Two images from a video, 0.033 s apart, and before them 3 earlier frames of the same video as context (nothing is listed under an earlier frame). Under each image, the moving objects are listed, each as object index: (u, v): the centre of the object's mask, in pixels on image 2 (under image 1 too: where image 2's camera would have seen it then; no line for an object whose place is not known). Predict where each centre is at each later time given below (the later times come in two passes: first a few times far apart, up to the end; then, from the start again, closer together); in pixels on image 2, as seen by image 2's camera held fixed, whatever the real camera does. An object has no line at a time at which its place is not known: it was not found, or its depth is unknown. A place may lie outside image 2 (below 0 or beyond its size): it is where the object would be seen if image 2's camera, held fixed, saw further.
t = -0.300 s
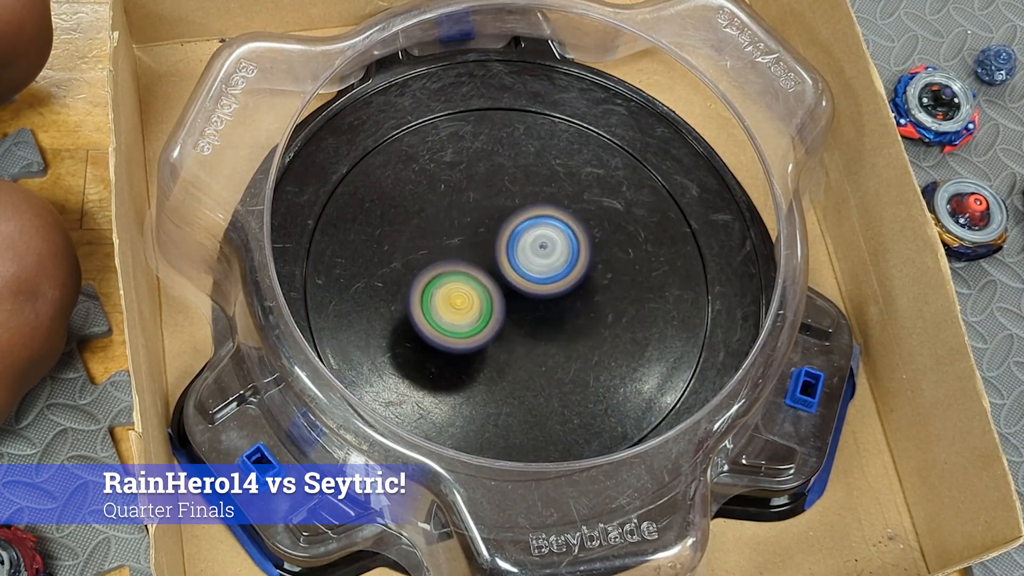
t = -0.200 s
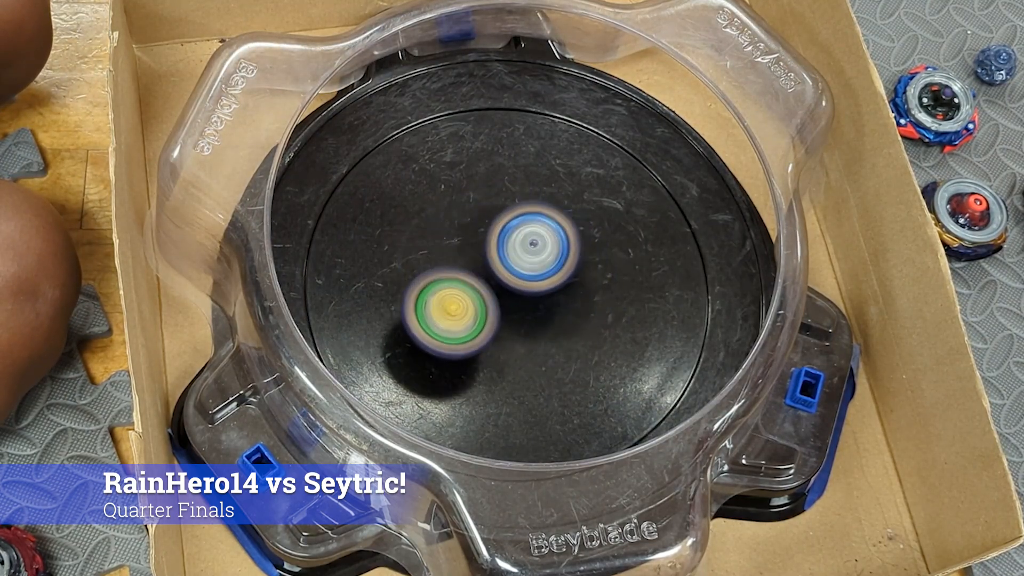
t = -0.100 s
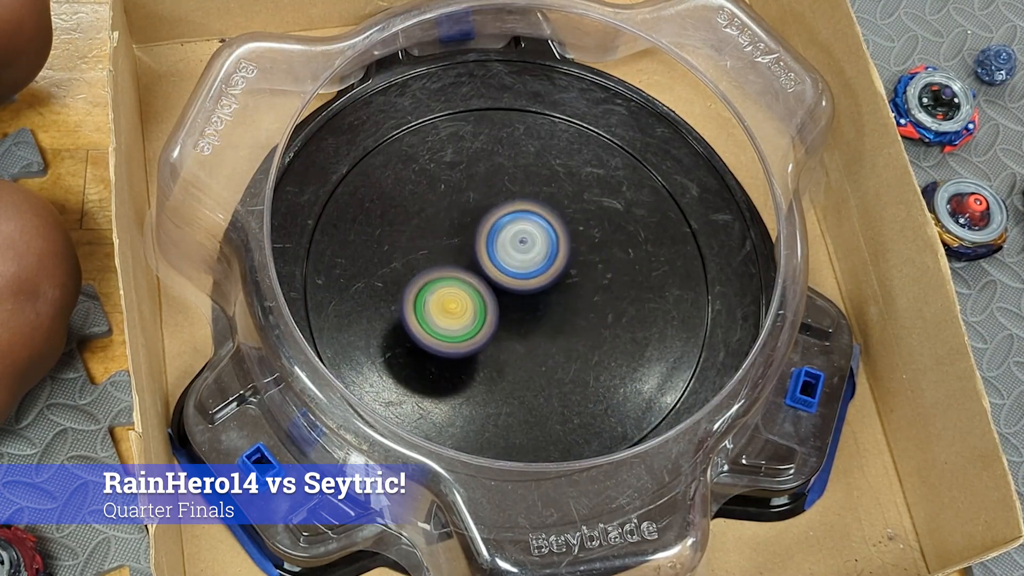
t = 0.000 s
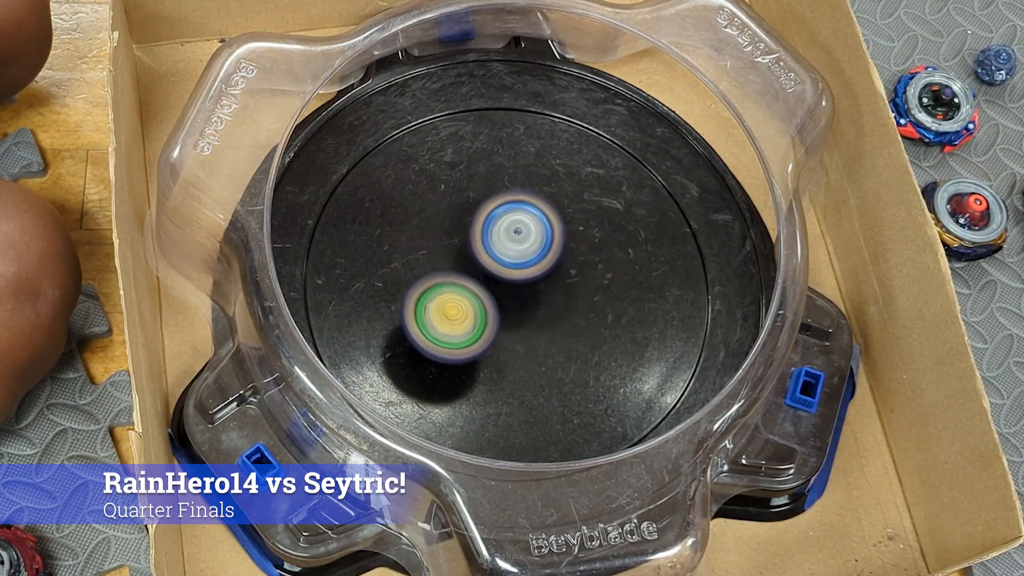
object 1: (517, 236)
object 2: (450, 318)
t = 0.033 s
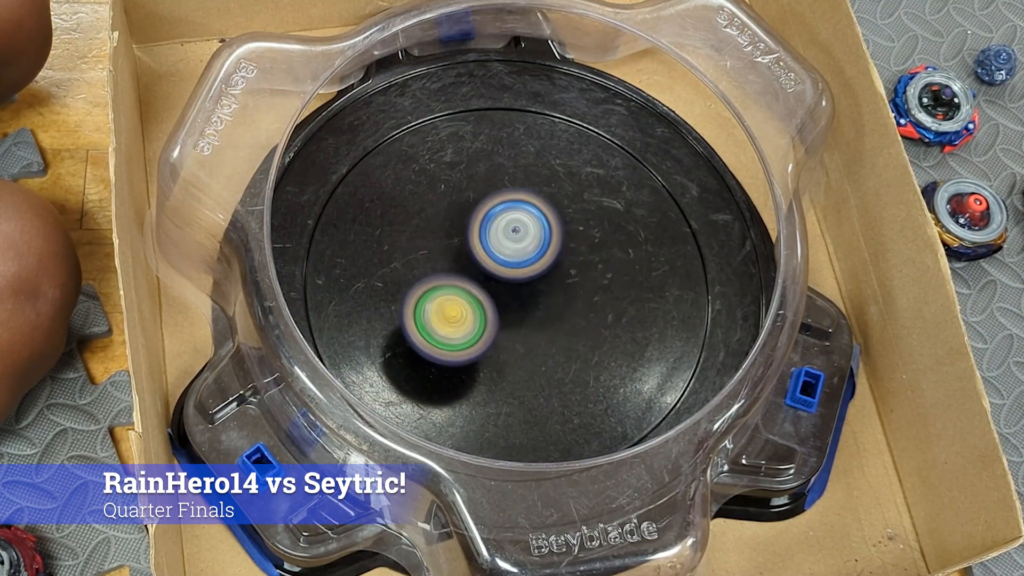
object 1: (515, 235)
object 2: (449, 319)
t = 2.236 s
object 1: (475, 292)
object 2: (572, 259)
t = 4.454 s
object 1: (527, 248)
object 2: (481, 339)
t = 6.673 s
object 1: (531, 315)
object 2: (463, 229)
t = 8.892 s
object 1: (472, 288)
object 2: (575, 264)
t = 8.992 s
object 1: (478, 294)
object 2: (569, 251)
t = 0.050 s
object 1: (514, 234)
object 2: (449, 320)
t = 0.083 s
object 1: (512, 233)
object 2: (449, 321)
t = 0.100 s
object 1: (511, 233)
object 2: (450, 321)
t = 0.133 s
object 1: (509, 232)
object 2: (451, 321)
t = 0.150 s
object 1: (508, 232)
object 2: (453, 321)
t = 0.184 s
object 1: (506, 232)
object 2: (457, 320)
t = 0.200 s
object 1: (506, 232)
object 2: (459, 320)
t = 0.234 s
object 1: (504, 232)
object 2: (463, 320)
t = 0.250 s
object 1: (504, 232)
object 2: (466, 321)
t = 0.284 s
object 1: (503, 232)
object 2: (472, 322)
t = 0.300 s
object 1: (502, 232)
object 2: (474, 322)
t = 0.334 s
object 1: (501, 232)
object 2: (480, 324)
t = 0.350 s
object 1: (500, 232)
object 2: (483, 325)
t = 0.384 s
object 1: (499, 233)
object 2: (488, 327)
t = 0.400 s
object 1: (498, 234)
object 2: (491, 329)
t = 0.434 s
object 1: (497, 235)
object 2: (495, 331)
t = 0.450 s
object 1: (496, 235)
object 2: (497, 332)
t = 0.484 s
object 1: (495, 237)
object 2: (502, 335)
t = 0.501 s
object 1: (494, 237)
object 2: (503, 337)
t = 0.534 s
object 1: (493, 239)
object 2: (507, 339)
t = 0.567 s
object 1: (492, 241)
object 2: (509, 342)
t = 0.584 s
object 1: (491, 242)
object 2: (510, 344)
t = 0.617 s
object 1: (490, 244)
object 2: (512, 346)
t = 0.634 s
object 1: (489, 245)
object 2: (513, 347)
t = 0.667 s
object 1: (488, 248)
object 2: (514, 349)
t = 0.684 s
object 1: (488, 250)
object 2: (514, 349)
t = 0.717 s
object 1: (486, 253)
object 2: (515, 350)
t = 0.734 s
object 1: (485, 255)
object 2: (514, 350)
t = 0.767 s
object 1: (484, 258)
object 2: (514, 349)
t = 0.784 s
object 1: (482, 258)
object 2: (515, 350)
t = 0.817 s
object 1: (475, 254)
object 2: (520, 355)
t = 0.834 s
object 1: (474, 252)
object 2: (521, 358)
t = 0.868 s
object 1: (471, 250)
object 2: (523, 361)
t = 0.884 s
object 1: (471, 249)
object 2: (523, 362)
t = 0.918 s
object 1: (471, 249)
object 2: (522, 364)
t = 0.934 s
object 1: (471, 249)
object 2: (522, 364)
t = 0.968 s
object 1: (472, 250)
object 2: (521, 364)
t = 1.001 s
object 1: (474, 251)
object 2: (519, 361)
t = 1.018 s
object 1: (474, 252)
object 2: (519, 359)
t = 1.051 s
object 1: (476, 254)
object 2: (517, 354)
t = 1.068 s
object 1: (477, 255)
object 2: (517, 350)
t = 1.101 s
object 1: (478, 256)
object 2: (518, 345)
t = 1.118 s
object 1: (477, 255)
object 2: (521, 344)
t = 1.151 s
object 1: (475, 255)
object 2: (525, 340)
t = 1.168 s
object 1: (474, 254)
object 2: (528, 339)
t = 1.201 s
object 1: (472, 253)
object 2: (533, 336)
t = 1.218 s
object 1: (472, 253)
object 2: (536, 335)
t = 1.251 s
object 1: (471, 253)
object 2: (542, 333)
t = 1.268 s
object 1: (470, 253)
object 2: (545, 331)
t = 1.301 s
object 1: (470, 253)
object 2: (550, 329)
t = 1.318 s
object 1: (470, 253)
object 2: (553, 328)
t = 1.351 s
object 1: (471, 253)
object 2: (558, 325)
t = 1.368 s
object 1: (471, 253)
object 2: (560, 324)
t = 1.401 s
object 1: (471, 254)
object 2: (565, 322)
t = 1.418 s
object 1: (471, 254)
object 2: (566, 321)
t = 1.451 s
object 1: (472, 255)
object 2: (570, 319)
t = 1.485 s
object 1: (474, 256)
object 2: (573, 317)
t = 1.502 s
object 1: (474, 257)
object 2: (575, 316)
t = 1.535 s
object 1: (476, 258)
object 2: (577, 314)
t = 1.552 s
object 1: (477, 259)
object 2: (578, 313)
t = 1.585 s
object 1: (478, 262)
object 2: (581, 311)
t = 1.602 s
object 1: (479, 263)
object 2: (581, 310)
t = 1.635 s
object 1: (480, 265)
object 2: (582, 307)
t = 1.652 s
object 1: (481, 267)
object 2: (582, 306)
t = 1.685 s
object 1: (483, 269)
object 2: (582, 303)
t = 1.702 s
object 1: (484, 270)
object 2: (583, 301)
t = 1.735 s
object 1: (481, 273)
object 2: (587, 298)
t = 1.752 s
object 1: (477, 274)
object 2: (590, 296)
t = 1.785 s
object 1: (473, 275)
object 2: (595, 293)
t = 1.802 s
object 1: (472, 276)
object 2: (597, 293)
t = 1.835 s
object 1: (470, 277)
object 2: (600, 292)
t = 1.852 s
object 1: (470, 277)
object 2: (602, 291)
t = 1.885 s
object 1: (469, 278)
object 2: (603, 290)
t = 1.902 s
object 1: (469, 278)
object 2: (604, 290)
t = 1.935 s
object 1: (469, 278)
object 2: (603, 289)
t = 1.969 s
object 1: (470, 279)
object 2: (602, 288)
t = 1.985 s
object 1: (470, 279)
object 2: (600, 287)
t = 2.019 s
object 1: (472, 280)
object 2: (597, 285)
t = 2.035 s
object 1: (472, 280)
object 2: (595, 284)
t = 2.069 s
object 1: (473, 281)
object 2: (591, 281)
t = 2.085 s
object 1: (474, 281)
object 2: (589, 280)
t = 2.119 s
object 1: (475, 283)
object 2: (583, 276)
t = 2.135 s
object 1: (475, 284)
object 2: (581, 274)
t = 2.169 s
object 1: (476, 287)
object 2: (576, 271)
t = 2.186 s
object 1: (476, 288)
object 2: (575, 268)
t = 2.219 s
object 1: (475, 291)
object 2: (574, 262)
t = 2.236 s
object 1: (475, 292)
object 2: (572, 259)
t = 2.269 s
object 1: (475, 294)
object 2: (570, 255)
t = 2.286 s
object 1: (475, 295)
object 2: (569, 253)
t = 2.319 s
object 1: (475, 296)
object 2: (566, 249)
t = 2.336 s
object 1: (475, 297)
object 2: (565, 247)
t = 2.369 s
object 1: (476, 299)
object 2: (562, 243)
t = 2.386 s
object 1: (476, 299)
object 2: (560, 241)
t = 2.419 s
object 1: (477, 301)
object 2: (556, 237)
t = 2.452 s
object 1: (478, 302)
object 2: (553, 234)
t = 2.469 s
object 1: (478, 302)
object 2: (551, 232)
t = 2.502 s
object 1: (479, 303)
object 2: (549, 228)
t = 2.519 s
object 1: (480, 303)
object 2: (547, 227)
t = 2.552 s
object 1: (481, 304)
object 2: (544, 223)
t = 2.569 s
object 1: (482, 304)
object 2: (542, 222)
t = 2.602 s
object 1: (483, 305)
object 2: (538, 219)
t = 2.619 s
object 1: (485, 305)
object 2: (537, 218)
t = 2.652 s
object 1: (486, 306)
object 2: (532, 216)
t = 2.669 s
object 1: (487, 306)
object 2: (531, 215)
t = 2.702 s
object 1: (489, 306)
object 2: (526, 213)
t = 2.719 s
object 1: (491, 306)
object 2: (524, 212)
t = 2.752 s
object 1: (494, 307)
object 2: (517, 209)
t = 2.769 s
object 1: (496, 307)
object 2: (515, 209)
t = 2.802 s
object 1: (498, 307)
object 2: (510, 208)
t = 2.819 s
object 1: (500, 307)
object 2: (508, 207)
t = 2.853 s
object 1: (502, 307)
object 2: (504, 206)
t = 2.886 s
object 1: (505, 307)
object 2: (501, 204)
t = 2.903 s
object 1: (506, 307)
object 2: (499, 204)
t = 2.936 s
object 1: (509, 307)
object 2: (496, 203)
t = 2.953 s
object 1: (510, 307)
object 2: (494, 203)
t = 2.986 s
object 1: (513, 306)
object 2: (491, 202)
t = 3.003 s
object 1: (514, 306)
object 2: (489, 202)
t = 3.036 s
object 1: (517, 306)
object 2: (487, 203)
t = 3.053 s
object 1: (518, 305)
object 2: (485, 203)
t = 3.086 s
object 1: (520, 305)
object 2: (482, 205)
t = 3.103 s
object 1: (521, 304)
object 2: (482, 206)
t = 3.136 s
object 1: (523, 303)
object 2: (479, 209)
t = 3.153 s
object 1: (524, 303)
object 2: (478, 210)
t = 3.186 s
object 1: (526, 302)
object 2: (476, 214)
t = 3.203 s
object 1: (527, 301)
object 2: (475, 215)
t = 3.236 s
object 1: (529, 300)
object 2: (473, 219)
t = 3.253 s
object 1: (529, 300)
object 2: (472, 221)
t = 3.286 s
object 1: (532, 299)
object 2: (468, 225)
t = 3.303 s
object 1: (535, 300)
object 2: (465, 225)
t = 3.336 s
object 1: (539, 301)
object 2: (461, 228)
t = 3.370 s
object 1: (541, 301)
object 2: (457, 231)
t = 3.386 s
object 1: (541, 301)
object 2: (456, 232)
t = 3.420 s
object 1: (542, 301)
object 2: (453, 235)
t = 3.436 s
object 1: (542, 300)
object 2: (451, 237)
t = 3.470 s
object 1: (541, 300)
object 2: (449, 240)
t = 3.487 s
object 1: (540, 299)
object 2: (448, 242)
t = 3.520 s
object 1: (539, 298)
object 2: (446, 246)
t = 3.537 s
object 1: (538, 297)
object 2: (445, 248)
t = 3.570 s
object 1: (536, 297)
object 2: (443, 251)
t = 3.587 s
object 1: (535, 296)
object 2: (442, 254)
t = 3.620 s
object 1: (536, 295)
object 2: (440, 257)
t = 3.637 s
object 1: (538, 294)
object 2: (439, 260)
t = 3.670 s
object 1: (539, 292)
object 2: (436, 263)
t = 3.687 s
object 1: (540, 291)
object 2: (435, 266)
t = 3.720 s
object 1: (542, 289)
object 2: (434, 270)
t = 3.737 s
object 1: (542, 288)
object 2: (433, 272)
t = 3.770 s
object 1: (543, 286)
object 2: (432, 276)
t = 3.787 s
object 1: (544, 285)
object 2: (432, 278)
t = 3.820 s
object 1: (545, 283)
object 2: (431, 282)
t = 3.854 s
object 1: (545, 281)
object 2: (430, 286)
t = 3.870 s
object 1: (545, 280)
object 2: (430, 288)
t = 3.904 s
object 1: (546, 279)
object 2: (430, 291)
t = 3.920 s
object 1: (545, 278)
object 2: (430, 293)
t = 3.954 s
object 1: (545, 276)
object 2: (430, 297)
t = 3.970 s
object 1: (545, 274)
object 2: (431, 298)
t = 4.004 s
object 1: (544, 273)
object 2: (432, 301)
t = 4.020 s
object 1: (544, 272)
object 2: (433, 302)
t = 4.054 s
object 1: (544, 270)
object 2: (434, 305)
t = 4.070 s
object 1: (543, 270)
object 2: (435, 306)
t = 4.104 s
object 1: (542, 268)
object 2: (438, 309)
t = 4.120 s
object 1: (542, 267)
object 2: (440, 310)
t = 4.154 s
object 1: (540, 265)
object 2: (443, 313)
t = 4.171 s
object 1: (539, 265)
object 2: (445, 314)
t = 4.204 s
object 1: (538, 263)
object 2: (449, 317)
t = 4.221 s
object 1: (537, 262)
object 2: (452, 318)
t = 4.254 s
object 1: (535, 261)
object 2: (456, 320)
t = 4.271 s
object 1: (535, 260)
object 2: (459, 321)
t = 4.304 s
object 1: (533, 258)
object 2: (463, 325)
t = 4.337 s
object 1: (533, 254)
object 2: (467, 329)
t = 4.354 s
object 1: (532, 253)
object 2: (468, 331)
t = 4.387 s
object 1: (530, 252)
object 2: (473, 334)
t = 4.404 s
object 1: (530, 250)
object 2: (474, 335)
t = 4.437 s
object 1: (528, 249)
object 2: (479, 338)
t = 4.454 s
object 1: (527, 248)
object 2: (481, 339)
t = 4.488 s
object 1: (526, 247)
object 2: (485, 341)
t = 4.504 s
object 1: (525, 247)
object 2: (488, 342)
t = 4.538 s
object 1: (523, 246)
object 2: (492, 344)
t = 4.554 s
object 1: (522, 245)
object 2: (495, 345)
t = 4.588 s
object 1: (520, 245)
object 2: (499, 347)
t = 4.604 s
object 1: (519, 244)
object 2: (501, 347)
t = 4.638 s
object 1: (517, 244)
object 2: (506, 349)
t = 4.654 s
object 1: (516, 244)
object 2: (508, 350)
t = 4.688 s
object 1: (514, 244)
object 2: (512, 351)
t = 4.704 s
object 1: (513, 244)
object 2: (514, 351)
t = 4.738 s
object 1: (511, 244)
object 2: (517, 351)
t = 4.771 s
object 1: (508, 244)
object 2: (521, 352)
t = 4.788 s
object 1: (508, 244)
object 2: (523, 351)
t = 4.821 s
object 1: (506, 245)
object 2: (526, 350)
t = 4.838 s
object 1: (505, 246)
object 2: (527, 350)
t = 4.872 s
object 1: (503, 246)
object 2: (530, 348)
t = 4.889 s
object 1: (501, 247)
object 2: (531, 347)
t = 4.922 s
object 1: (499, 248)
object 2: (534, 344)
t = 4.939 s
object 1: (498, 249)
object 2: (535, 343)
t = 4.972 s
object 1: (496, 251)
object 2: (537, 339)
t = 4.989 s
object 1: (495, 251)
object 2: (539, 338)
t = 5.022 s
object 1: (490, 249)
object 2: (545, 337)
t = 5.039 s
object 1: (488, 249)
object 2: (547, 336)
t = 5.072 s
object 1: (485, 249)
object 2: (551, 334)
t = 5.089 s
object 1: (483, 249)
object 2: (553, 333)
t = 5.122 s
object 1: (481, 249)
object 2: (557, 330)
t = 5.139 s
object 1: (479, 250)
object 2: (559, 329)
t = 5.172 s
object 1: (477, 250)
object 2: (562, 325)
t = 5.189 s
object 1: (476, 250)
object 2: (564, 323)
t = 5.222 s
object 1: (474, 252)
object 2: (567, 320)
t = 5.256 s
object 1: (473, 252)
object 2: (569, 317)
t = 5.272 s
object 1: (472, 253)
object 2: (570, 315)
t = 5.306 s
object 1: (471, 254)
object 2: (573, 311)
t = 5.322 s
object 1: (470, 255)
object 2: (573, 309)
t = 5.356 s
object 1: (470, 256)
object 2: (575, 305)
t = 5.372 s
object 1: (470, 257)
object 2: (575, 303)
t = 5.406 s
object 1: (469, 259)
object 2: (576, 299)
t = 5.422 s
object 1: (469, 259)
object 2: (576, 296)
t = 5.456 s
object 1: (469, 261)
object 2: (577, 292)
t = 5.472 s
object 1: (470, 262)
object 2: (577, 289)
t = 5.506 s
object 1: (469, 264)
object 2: (577, 285)
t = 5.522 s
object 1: (470, 265)
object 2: (577, 282)
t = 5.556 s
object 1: (471, 267)
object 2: (577, 277)
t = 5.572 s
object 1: (471, 269)
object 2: (577, 276)
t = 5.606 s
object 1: (472, 272)
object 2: (577, 271)
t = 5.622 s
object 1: (472, 273)
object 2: (577, 269)
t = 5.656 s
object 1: (473, 275)
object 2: (576, 265)
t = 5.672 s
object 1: (475, 277)
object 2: (576, 263)
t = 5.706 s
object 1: (476, 279)
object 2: (575, 259)
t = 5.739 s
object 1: (477, 282)
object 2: (574, 256)
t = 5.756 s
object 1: (479, 283)
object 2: (574, 254)
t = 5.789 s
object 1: (481, 286)
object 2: (572, 250)
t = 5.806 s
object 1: (481, 289)
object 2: (571, 249)
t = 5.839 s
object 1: (482, 292)
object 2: (571, 245)
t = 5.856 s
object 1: (483, 294)
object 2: (569, 243)
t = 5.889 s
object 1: (484, 296)
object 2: (568, 240)
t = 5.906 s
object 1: (485, 298)
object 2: (567, 238)
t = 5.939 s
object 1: (487, 300)
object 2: (564, 235)
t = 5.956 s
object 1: (488, 302)
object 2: (563, 234)
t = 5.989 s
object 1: (490, 304)
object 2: (560, 232)
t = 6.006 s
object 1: (490, 305)
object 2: (559, 231)
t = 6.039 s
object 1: (493, 308)
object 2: (555, 229)
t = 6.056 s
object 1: (493, 309)
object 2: (553, 229)
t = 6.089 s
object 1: (495, 311)
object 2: (550, 227)
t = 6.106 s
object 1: (497, 312)
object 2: (548, 227)
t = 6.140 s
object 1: (499, 313)
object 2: (544, 226)
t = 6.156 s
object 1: (500, 314)
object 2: (541, 225)
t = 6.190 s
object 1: (503, 316)
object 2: (536, 225)
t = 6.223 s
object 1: (505, 316)
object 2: (532, 225)
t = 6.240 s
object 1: (506, 317)
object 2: (528, 225)
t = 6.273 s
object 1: (508, 318)
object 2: (523, 225)
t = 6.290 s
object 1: (509, 318)
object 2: (521, 225)
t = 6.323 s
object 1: (511, 318)
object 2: (515, 225)
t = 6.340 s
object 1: (512, 318)
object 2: (513, 225)
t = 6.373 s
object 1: (514, 318)
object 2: (507, 225)
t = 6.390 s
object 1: (515, 318)
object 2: (505, 225)
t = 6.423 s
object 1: (517, 318)
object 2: (500, 226)
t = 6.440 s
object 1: (518, 318)
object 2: (497, 226)
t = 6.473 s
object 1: (521, 319)
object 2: (491, 226)
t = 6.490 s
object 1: (522, 318)
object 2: (488, 226)
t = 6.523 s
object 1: (525, 318)
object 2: (483, 226)
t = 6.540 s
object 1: (525, 319)
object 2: (481, 226)
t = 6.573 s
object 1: (527, 318)
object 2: (476, 226)
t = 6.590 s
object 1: (528, 318)
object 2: (474, 227)
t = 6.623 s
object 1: (529, 317)
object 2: (470, 227)
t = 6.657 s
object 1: (530, 316)
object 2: (465, 228)
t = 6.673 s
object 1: (531, 315)
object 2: (463, 229)
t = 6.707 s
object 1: (532, 314)
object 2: (460, 230)
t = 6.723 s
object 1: (533, 313)
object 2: (457, 231)
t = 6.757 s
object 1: (534, 311)
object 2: (454, 233)
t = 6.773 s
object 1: (534, 310)
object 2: (452, 234)
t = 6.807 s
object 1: (534, 308)
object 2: (450, 236)
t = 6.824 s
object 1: (535, 307)
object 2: (448, 237)
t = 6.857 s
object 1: (535, 304)
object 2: (446, 240)
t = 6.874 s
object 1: (536, 303)
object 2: (445, 242)
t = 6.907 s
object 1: (536, 300)
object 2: (443, 245)
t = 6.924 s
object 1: (536, 298)
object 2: (442, 247)
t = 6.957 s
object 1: (536, 295)
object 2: (441, 250)
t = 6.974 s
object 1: (536, 293)
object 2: (440, 252)
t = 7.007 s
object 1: (536, 290)
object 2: (440, 257)
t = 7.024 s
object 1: (536, 289)
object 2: (440, 258)
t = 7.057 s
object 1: (541, 286)
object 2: (435, 263)
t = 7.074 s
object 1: (543, 284)
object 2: (434, 265)
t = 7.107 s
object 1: (545, 281)
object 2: (432, 268)
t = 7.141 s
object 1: (546, 278)
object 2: (430, 272)
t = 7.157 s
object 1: (547, 277)
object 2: (430, 275)
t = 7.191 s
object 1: (547, 275)
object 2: (429, 278)
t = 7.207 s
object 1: (547, 274)
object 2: (428, 280)
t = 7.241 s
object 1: (547, 271)
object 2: (428, 284)
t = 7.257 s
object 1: (547, 269)
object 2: (428, 286)
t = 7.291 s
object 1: (547, 267)
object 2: (429, 290)
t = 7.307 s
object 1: (547, 266)
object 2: (430, 292)
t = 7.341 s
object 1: (546, 264)
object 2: (431, 295)
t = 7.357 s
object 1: (546, 263)
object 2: (432, 297)
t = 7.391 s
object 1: (545, 261)
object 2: (434, 301)
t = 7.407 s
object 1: (544, 260)
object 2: (435, 302)
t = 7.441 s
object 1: (543, 258)
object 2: (438, 306)
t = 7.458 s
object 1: (543, 258)
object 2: (440, 307)
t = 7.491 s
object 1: (541, 256)
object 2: (443, 310)
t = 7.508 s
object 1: (540, 255)
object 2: (445, 312)
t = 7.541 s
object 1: (538, 254)
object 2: (450, 315)
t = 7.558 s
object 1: (538, 253)
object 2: (451, 316)
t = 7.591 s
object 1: (535, 252)
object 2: (456, 319)
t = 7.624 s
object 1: (533, 251)
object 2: (461, 321)
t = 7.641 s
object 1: (532, 252)
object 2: (463, 322)
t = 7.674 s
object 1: (529, 251)
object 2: (468, 324)
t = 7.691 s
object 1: (528, 250)
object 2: (471, 326)
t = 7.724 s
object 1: (527, 244)
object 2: (474, 332)
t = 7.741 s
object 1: (526, 242)
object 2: (476, 335)
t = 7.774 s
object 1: (524, 241)
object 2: (480, 339)
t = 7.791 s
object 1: (523, 240)
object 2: (482, 340)
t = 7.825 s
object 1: (520, 239)
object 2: (486, 343)
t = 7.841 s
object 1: (519, 238)
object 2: (489, 344)
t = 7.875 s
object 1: (517, 238)
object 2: (493, 346)
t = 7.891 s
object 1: (516, 237)
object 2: (496, 348)
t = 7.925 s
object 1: (513, 237)
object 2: (500, 350)
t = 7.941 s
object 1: (512, 237)
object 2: (502, 350)
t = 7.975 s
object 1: (509, 237)
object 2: (507, 352)
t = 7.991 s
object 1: (508, 237)
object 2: (509, 352)
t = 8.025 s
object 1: (505, 238)
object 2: (514, 353)
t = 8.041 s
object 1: (504, 238)
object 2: (516, 353)
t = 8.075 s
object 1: (502, 239)
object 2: (520, 353)
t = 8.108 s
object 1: (499, 240)
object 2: (524, 353)
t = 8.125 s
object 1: (498, 241)
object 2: (526, 352)
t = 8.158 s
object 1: (495, 243)
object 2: (530, 351)
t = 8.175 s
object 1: (494, 244)
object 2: (532, 350)
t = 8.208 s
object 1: (492, 245)
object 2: (535, 347)
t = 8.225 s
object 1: (491, 246)
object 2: (536, 346)
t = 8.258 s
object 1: (489, 248)
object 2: (540, 343)
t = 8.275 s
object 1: (488, 250)
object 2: (540, 342)
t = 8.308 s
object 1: (486, 252)
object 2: (543, 338)
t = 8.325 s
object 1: (485, 253)
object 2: (545, 336)
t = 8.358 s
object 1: (483, 256)
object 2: (547, 332)
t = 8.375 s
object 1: (482, 257)
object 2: (549, 330)
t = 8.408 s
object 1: (480, 259)
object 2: (553, 327)
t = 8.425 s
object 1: (479, 259)
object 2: (555, 324)
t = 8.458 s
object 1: (475, 261)
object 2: (559, 321)
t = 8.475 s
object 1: (474, 262)
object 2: (562, 319)
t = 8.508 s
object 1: (473, 264)
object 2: (565, 315)
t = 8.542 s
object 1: (471, 265)
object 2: (568, 311)
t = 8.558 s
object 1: (470, 267)
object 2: (570, 309)
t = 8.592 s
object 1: (469, 269)
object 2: (572, 305)
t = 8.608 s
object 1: (469, 270)
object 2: (573, 302)
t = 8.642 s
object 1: (468, 272)
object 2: (575, 298)
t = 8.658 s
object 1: (468, 273)
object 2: (576, 296)
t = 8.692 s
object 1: (468, 276)
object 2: (576, 291)
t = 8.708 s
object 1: (468, 276)
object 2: (576, 289)
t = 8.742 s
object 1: (468, 279)
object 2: (577, 284)
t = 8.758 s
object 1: (468, 280)
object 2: (577, 281)
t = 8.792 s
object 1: (469, 283)
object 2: (577, 277)
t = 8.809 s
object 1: (469, 283)
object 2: (577, 275)
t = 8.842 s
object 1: (470, 285)
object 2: (576, 270)
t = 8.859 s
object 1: (471, 286)
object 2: (576, 268)
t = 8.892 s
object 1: (472, 288)
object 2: (575, 264)
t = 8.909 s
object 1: (473, 289)
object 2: (574, 262)
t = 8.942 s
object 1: (475, 291)
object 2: (573, 257)
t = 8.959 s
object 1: (476, 292)
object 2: (571, 255)
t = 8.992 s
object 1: (478, 294)
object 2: (569, 251)
